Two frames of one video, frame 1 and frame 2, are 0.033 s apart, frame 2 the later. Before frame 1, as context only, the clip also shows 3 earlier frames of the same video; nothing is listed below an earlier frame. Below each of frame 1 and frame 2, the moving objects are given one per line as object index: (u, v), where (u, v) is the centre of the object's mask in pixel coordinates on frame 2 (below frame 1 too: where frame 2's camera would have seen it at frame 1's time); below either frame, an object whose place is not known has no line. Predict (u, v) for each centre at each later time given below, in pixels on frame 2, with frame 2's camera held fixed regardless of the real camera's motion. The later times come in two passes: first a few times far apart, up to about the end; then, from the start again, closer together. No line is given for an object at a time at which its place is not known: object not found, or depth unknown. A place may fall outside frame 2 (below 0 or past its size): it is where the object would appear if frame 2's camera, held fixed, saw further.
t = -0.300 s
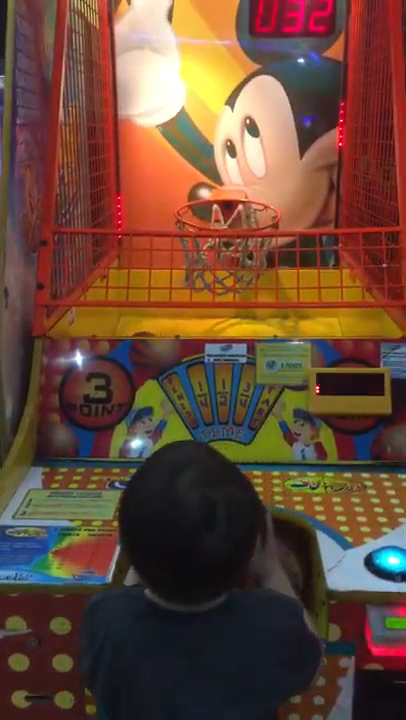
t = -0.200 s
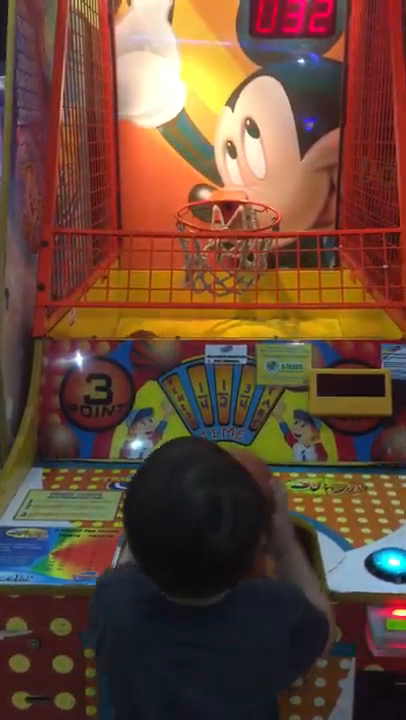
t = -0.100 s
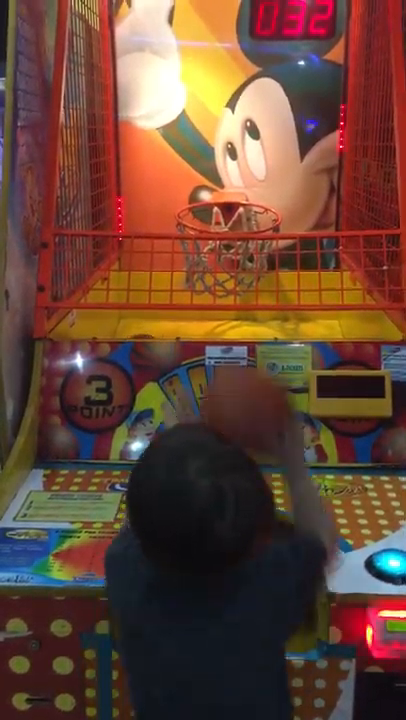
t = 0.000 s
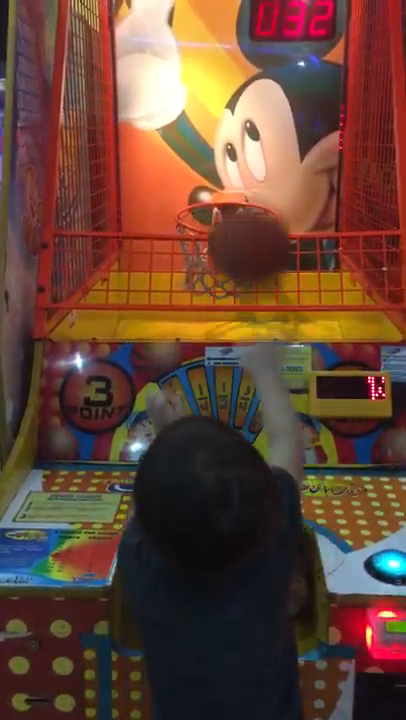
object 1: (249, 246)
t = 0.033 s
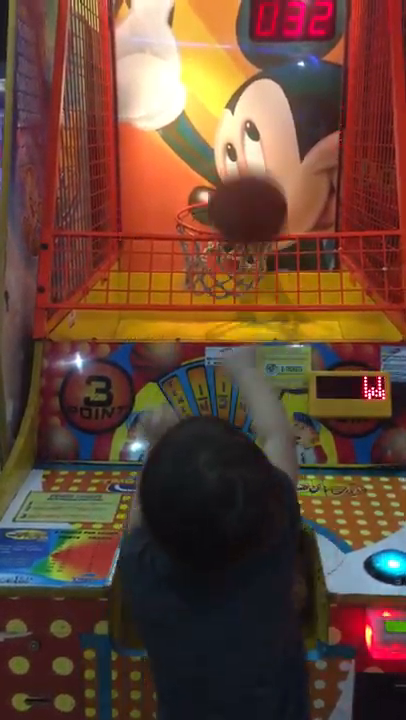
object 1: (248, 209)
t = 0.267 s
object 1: (238, 154)
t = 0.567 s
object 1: (239, 247)
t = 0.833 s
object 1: (224, 309)
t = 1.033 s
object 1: (207, 326)
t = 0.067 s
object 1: (245, 181)
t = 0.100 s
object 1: (244, 160)
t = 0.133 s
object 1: (242, 148)
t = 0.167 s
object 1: (241, 143)
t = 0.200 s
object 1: (240, 143)
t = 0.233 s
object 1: (238, 147)
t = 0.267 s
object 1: (238, 154)
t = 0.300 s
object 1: (235, 167)
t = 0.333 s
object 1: (234, 181)
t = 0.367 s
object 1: (233, 198)
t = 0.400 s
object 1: (233, 211)
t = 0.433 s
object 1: (234, 214)
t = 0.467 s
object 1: (235, 218)
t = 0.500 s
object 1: (236, 220)
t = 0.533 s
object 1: (238, 243)
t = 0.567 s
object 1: (239, 247)
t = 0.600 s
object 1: (233, 253)
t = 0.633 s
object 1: (228, 254)
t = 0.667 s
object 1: (230, 254)
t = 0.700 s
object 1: (235, 270)
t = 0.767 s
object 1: (231, 302)
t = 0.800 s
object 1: (227, 312)
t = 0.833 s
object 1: (224, 309)
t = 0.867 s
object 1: (221, 305)
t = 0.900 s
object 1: (218, 305)
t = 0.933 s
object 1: (215, 306)
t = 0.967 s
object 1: (213, 309)
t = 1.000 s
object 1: (209, 319)
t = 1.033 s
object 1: (207, 326)
